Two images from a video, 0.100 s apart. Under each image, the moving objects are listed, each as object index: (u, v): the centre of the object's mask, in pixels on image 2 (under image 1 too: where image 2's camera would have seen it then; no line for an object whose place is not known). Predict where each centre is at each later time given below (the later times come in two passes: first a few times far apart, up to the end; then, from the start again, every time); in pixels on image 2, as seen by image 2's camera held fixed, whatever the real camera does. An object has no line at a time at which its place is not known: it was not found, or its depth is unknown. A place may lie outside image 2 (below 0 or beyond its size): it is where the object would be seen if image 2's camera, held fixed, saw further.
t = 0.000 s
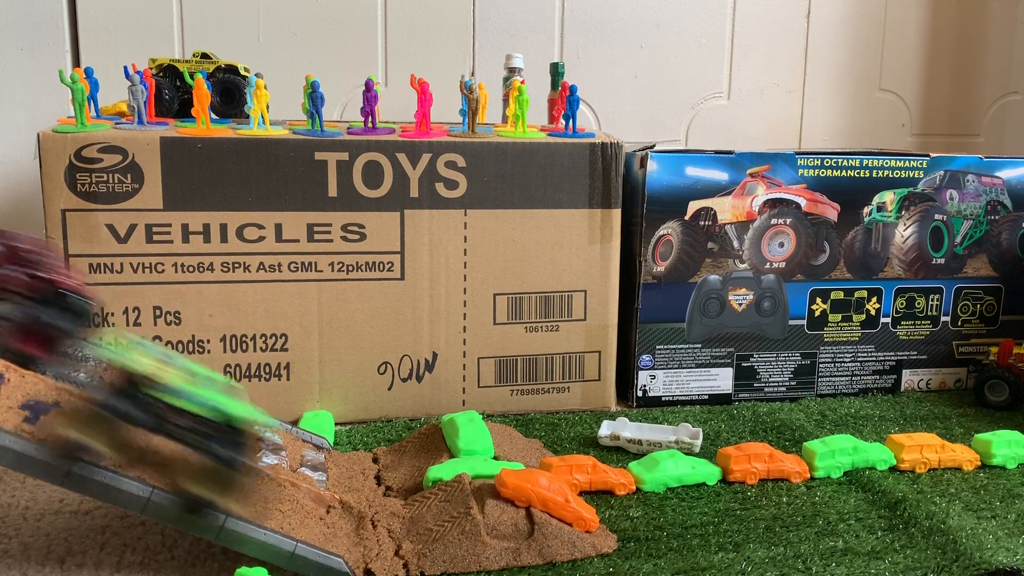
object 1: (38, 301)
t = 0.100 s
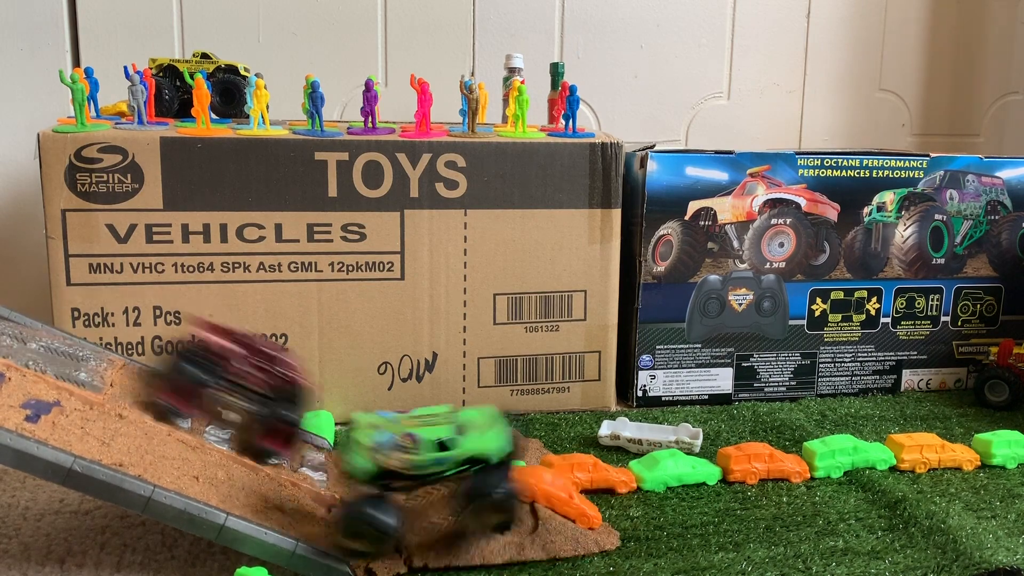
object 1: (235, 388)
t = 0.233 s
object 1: (433, 380)
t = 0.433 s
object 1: (476, 395)
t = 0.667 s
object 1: (487, 396)
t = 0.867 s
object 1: (523, 399)
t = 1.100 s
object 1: (570, 409)
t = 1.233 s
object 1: (574, 408)
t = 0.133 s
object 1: (314, 417)
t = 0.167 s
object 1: (367, 405)
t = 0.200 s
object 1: (412, 397)
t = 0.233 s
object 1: (433, 380)
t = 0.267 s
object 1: (447, 364)
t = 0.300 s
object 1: (462, 362)
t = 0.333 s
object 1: (459, 375)
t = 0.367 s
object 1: (467, 383)
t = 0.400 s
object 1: (470, 394)
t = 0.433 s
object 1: (476, 395)
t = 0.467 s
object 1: (480, 396)
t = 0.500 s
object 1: (482, 397)
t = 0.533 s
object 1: (481, 398)
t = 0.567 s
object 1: (482, 394)
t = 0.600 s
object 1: (483, 394)
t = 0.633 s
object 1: (485, 396)
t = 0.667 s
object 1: (487, 396)
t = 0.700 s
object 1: (490, 396)
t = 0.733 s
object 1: (494, 396)
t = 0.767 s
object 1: (499, 397)
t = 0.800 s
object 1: (505, 396)
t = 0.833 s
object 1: (513, 397)
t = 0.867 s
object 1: (523, 399)
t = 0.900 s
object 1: (532, 403)
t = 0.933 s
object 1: (541, 408)
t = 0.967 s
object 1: (549, 411)
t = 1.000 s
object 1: (556, 411)
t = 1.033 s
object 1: (562, 410)
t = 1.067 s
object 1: (567, 410)
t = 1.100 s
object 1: (570, 409)
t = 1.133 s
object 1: (573, 409)
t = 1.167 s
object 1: (574, 409)
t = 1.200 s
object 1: (574, 409)
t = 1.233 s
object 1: (574, 408)
